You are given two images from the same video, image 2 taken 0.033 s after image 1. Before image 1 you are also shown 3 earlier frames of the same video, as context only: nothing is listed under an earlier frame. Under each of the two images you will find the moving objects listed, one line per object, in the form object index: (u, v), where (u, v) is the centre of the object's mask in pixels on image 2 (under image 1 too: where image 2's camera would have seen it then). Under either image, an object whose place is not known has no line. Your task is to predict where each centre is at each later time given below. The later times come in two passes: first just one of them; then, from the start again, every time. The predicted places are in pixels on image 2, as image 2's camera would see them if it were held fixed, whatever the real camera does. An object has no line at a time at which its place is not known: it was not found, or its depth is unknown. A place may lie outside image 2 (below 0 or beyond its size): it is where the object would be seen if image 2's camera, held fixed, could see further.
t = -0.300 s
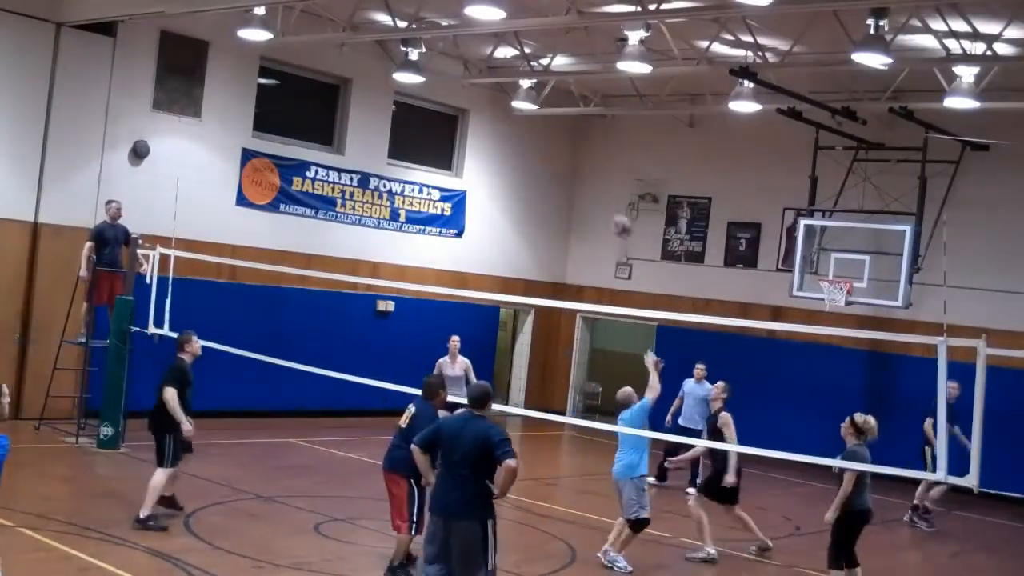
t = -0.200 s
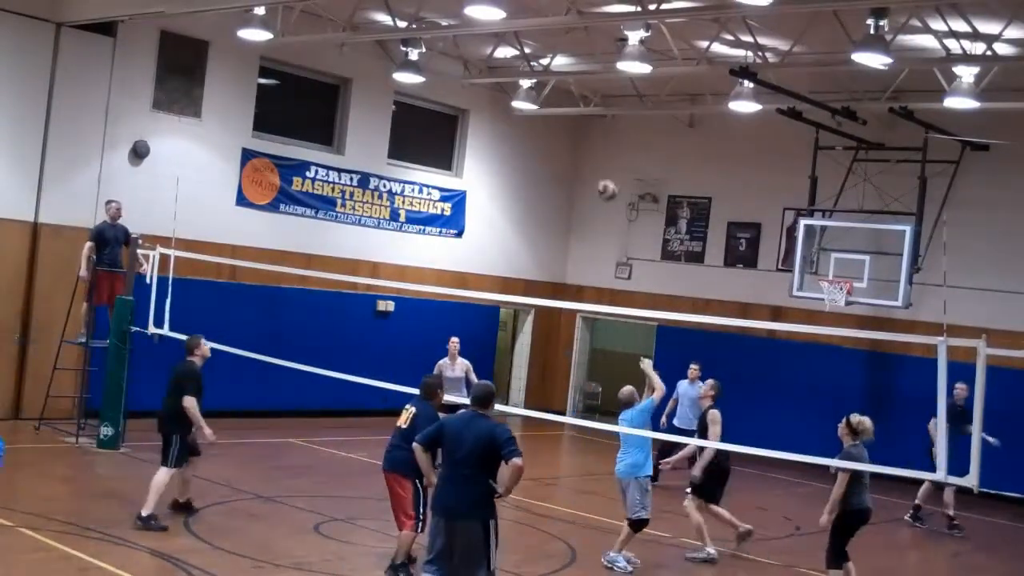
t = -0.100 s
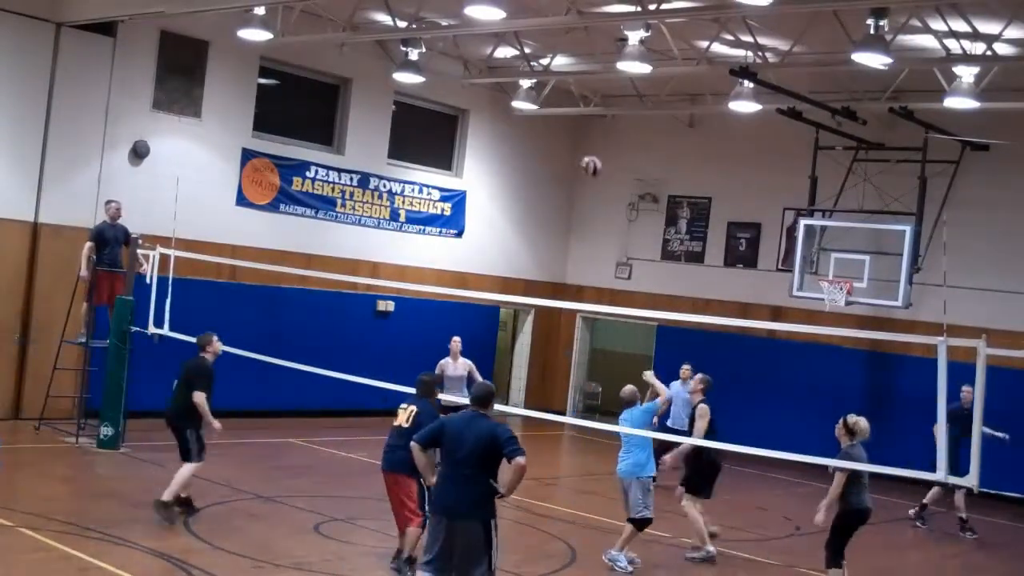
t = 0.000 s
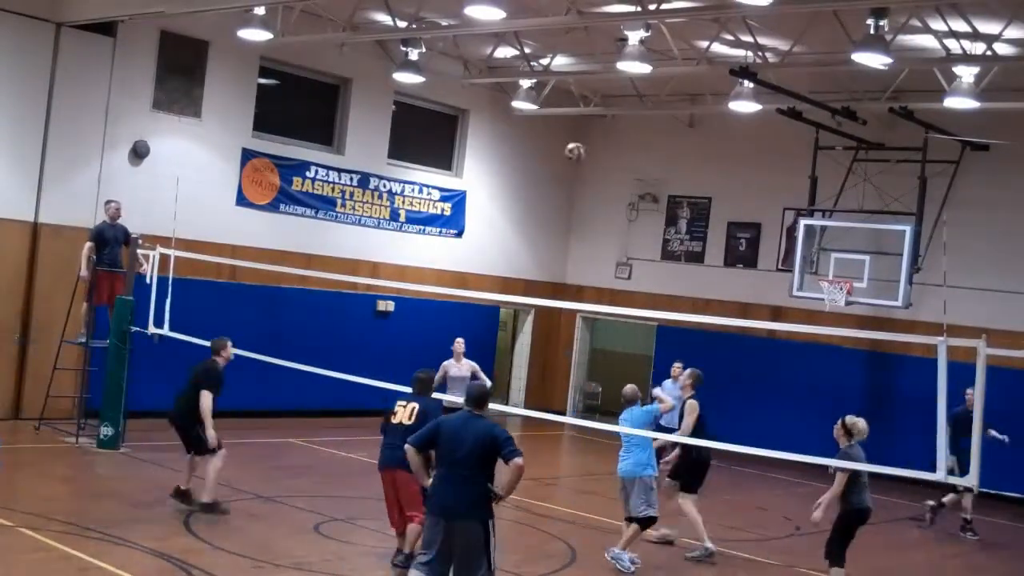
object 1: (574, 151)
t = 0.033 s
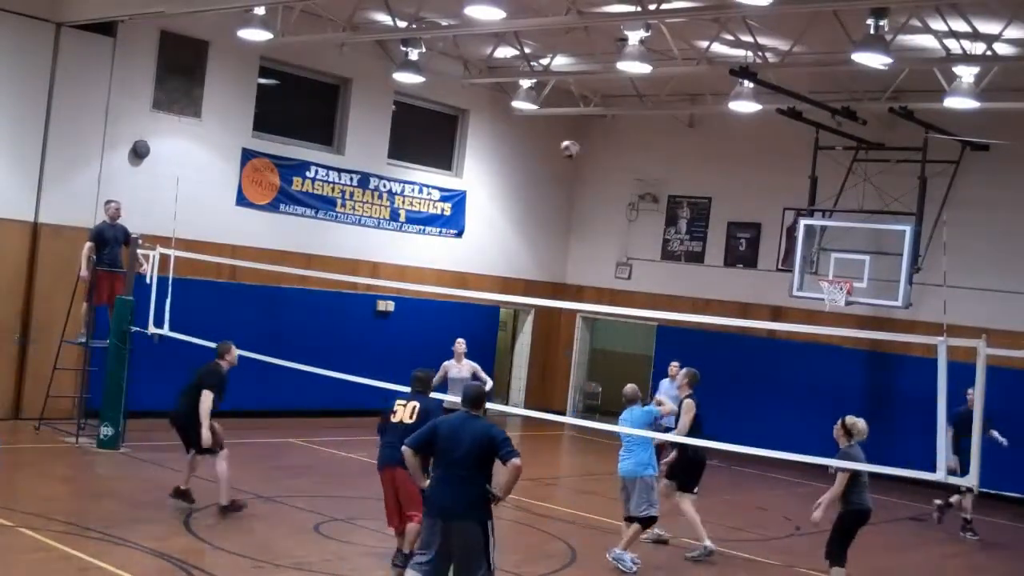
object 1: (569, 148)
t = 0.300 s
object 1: (524, 165)
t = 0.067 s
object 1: (564, 146)
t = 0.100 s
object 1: (558, 146)
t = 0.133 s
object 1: (552, 147)
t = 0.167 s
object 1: (547, 149)
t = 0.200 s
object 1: (541, 152)
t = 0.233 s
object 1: (536, 154)
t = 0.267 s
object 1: (529, 159)
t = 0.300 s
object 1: (524, 165)
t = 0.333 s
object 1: (519, 171)
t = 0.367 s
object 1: (514, 178)
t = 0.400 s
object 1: (507, 186)
